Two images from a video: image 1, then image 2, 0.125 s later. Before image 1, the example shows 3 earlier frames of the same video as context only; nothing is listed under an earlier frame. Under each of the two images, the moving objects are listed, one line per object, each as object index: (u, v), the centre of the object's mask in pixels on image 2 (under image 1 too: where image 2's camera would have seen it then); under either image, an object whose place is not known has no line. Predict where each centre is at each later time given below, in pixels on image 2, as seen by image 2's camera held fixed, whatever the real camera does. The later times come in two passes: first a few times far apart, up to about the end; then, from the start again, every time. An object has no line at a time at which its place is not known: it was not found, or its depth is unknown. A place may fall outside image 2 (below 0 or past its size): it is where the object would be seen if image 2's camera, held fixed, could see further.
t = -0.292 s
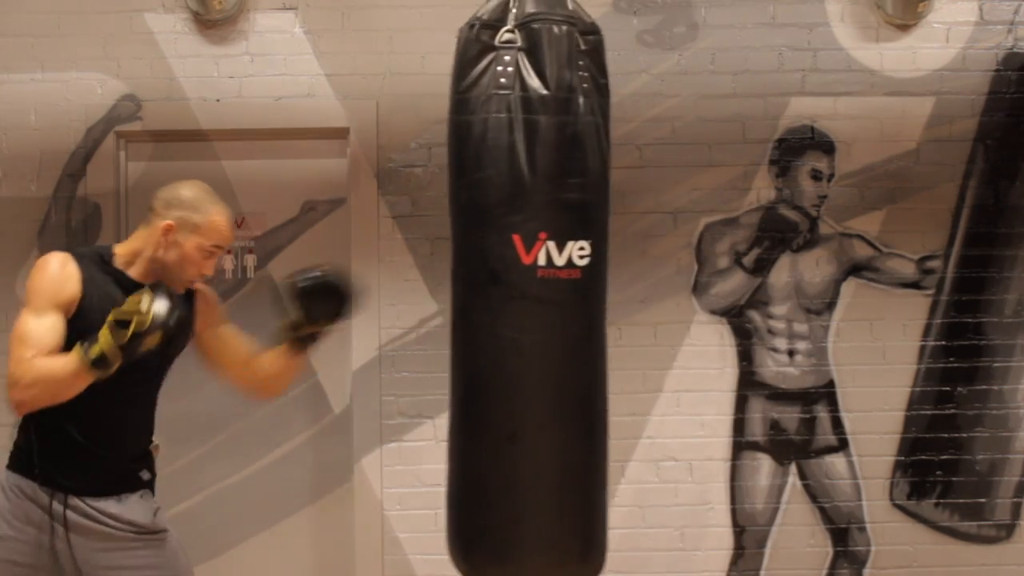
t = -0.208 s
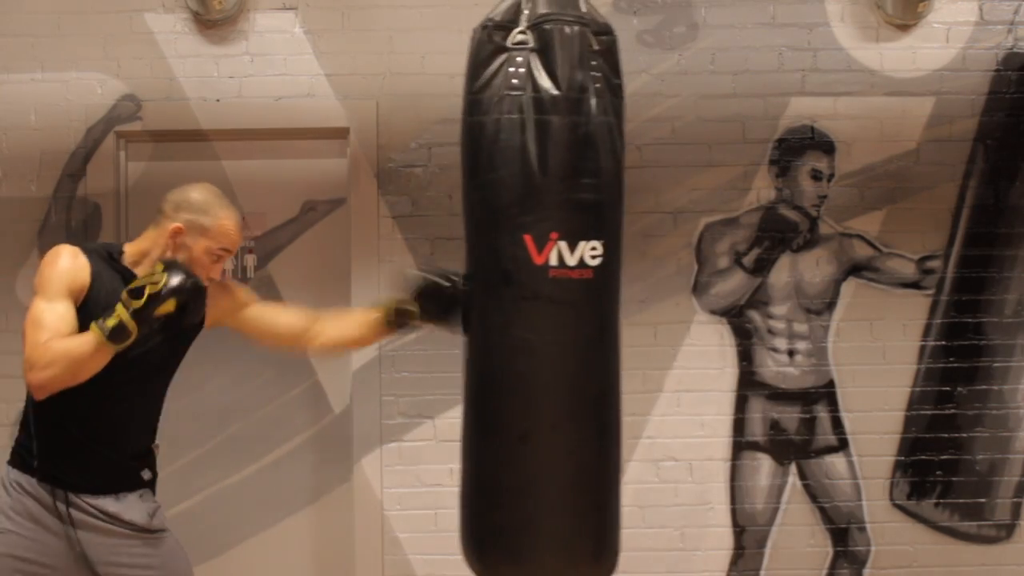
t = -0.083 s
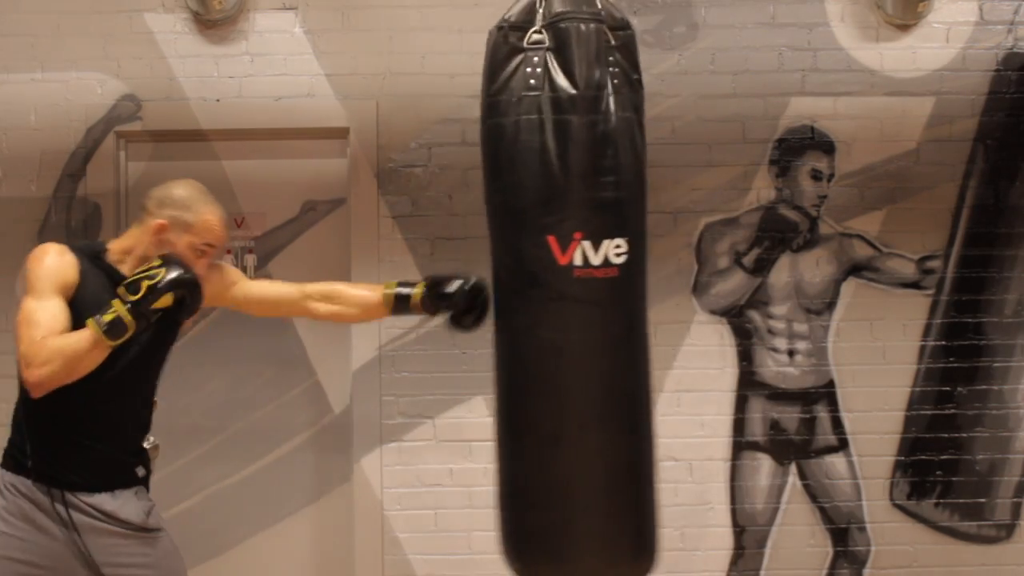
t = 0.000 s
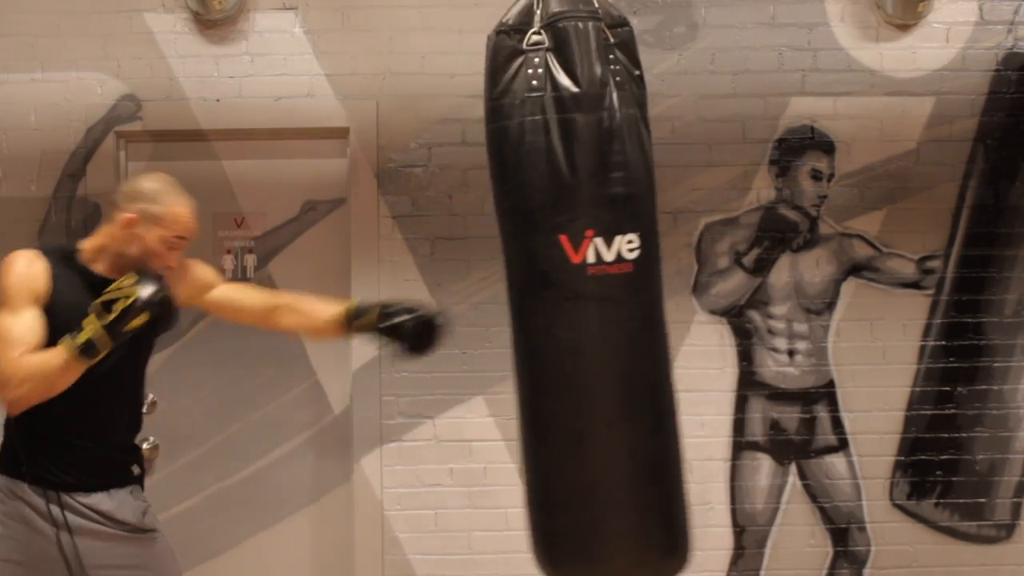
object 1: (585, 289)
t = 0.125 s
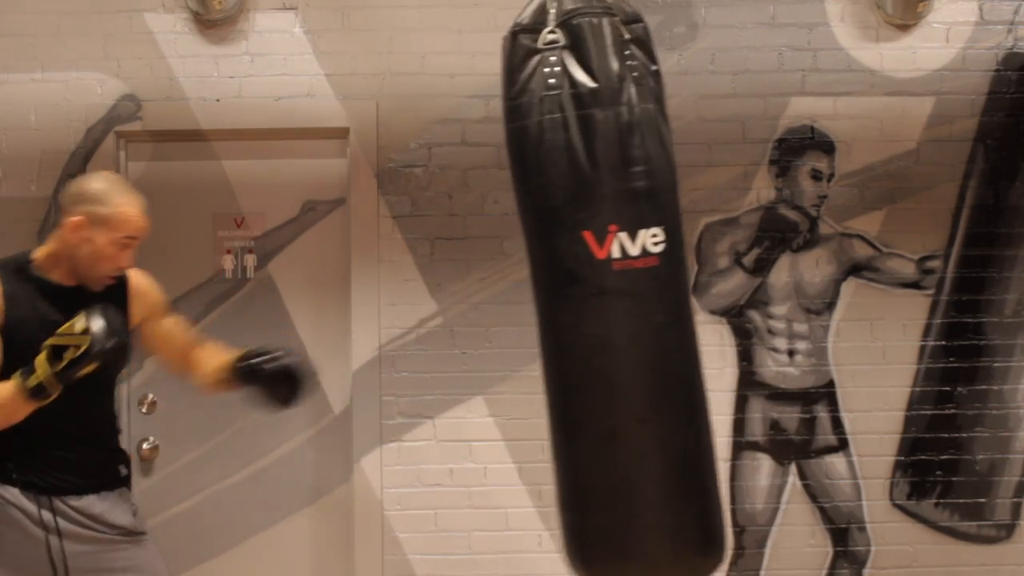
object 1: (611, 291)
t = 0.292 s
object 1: (635, 289)
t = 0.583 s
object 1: (640, 291)
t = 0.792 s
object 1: (613, 290)
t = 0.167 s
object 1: (619, 290)
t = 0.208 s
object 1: (625, 290)
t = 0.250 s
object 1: (631, 289)
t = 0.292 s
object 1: (635, 289)
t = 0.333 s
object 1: (638, 291)
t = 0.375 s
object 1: (642, 290)
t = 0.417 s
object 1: (643, 291)
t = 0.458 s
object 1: (645, 291)
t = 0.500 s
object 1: (644, 291)
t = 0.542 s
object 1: (643, 290)
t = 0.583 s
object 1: (640, 291)
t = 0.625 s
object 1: (637, 291)
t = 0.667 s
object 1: (632, 292)
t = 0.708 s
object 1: (626, 292)
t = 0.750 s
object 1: (620, 291)
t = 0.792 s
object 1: (613, 290)
